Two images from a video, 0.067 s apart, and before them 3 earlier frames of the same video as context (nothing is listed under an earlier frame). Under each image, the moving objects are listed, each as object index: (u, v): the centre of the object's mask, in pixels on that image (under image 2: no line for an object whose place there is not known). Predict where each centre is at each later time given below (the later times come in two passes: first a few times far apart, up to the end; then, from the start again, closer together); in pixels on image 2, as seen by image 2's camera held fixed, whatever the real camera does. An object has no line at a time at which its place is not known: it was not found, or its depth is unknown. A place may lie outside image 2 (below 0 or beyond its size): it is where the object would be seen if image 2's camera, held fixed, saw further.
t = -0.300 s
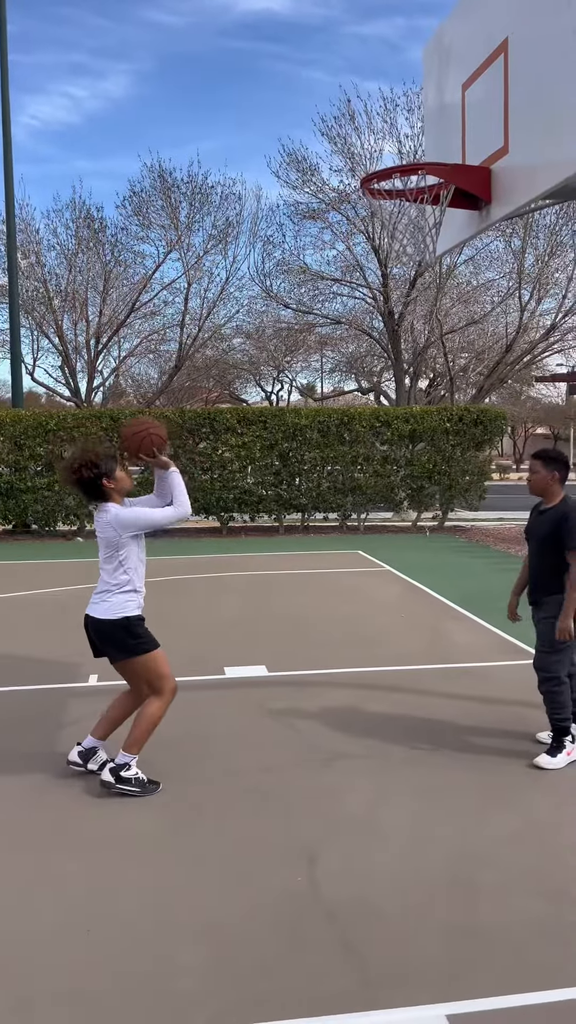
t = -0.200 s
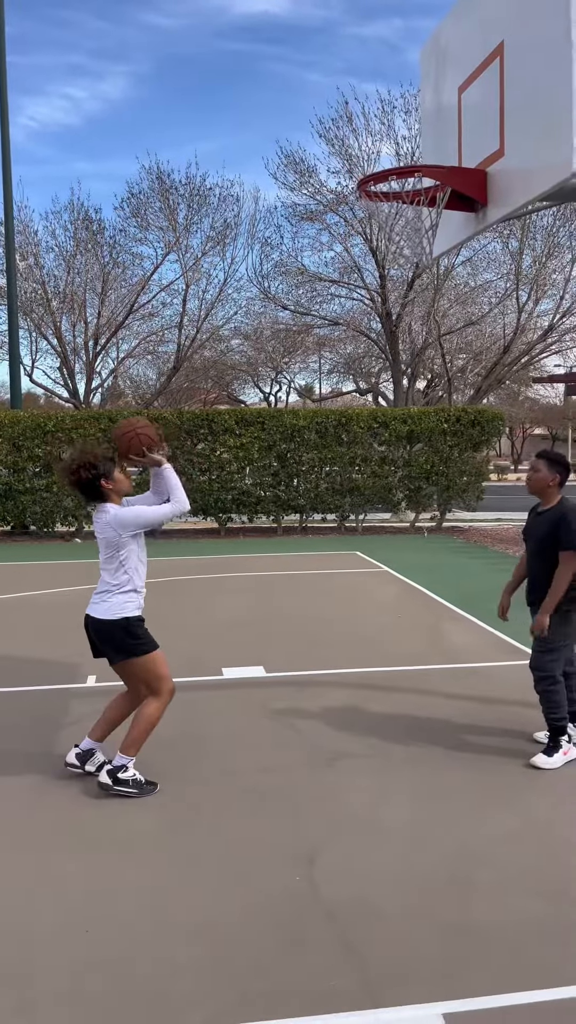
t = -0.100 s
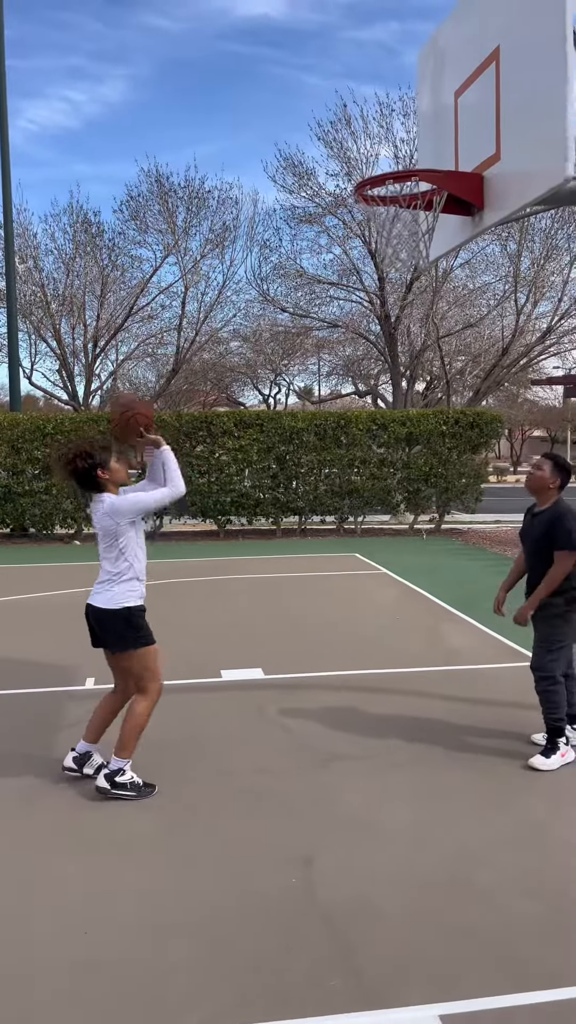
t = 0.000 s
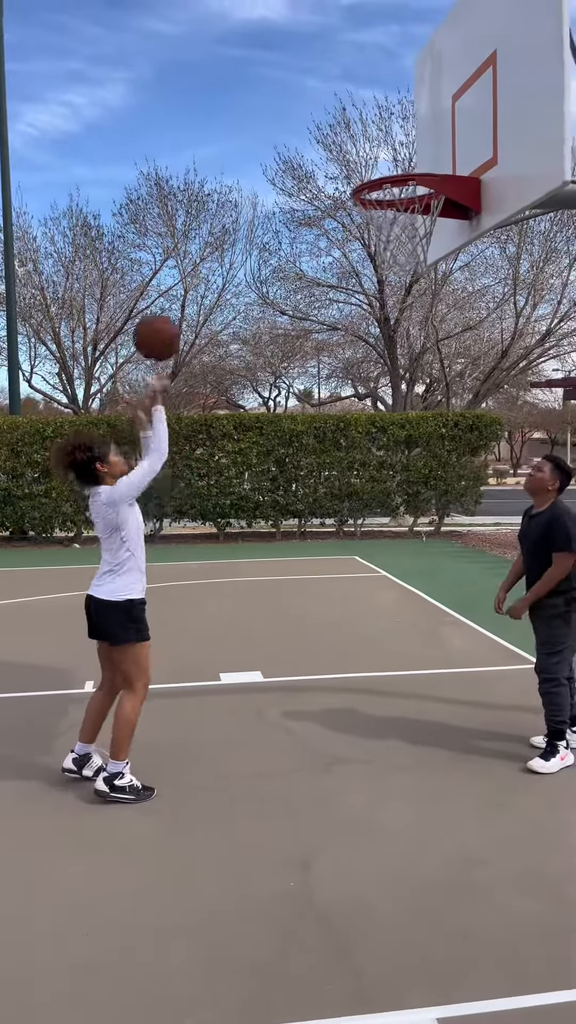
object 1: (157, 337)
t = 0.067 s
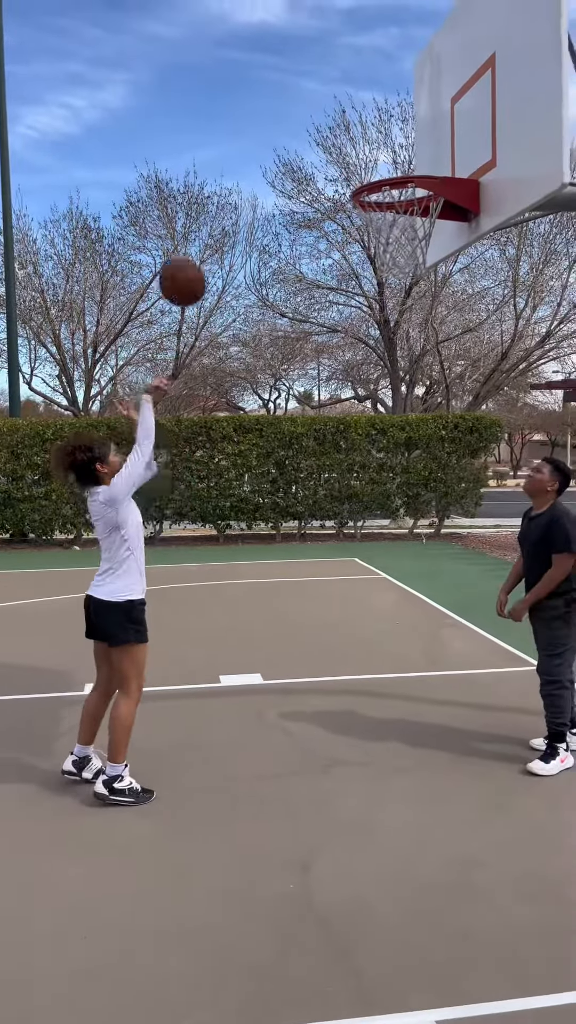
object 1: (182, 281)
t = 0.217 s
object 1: (243, 185)
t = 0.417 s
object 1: (324, 129)
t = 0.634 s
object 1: (409, 157)
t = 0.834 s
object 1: (357, 164)
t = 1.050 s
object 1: (273, 199)
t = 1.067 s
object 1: (267, 205)
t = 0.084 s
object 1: (189, 269)
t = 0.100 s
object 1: (196, 257)
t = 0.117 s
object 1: (202, 244)
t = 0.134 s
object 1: (210, 234)
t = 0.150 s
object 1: (216, 222)
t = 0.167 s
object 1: (223, 212)
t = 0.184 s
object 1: (230, 202)
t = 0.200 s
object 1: (236, 193)
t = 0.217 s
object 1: (243, 185)
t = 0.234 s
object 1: (250, 177)
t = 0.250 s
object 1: (257, 170)
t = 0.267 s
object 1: (264, 163)
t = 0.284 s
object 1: (270, 157)
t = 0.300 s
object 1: (277, 151)
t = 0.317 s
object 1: (284, 146)
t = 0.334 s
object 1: (291, 142)
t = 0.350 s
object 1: (297, 138)
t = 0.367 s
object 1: (304, 135)
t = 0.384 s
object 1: (311, 132)
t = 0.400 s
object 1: (318, 130)
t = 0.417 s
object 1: (324, 129)
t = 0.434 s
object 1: (331, 128)
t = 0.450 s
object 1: (338, 127)
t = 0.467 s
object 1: (344, 127)
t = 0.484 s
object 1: (351, 128)
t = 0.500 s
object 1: (358, 129)
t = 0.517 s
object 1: (365, 131)
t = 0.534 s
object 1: (371, 133)
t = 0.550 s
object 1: (377, 136)
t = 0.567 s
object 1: (384, 140)
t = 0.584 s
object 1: (391, 144)
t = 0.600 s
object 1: (396, 149)
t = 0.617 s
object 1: (403, 154)
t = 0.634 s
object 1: (409, 157)
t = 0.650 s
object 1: (416, 161)
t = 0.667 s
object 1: (422, 165)
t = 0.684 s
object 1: (422, 166)
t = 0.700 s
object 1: (415, 164)
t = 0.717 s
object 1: (407, 163)
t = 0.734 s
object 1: (400, 162)
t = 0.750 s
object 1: (393, 162)
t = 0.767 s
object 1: (386, 161)
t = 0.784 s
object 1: (379, 162)
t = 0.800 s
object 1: (370, 162)
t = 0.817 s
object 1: (364, 163)
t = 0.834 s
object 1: (357, 164)
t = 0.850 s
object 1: (350, 167)
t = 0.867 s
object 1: (344, 167)
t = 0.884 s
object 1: (338, 166)
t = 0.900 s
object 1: (332, 166)
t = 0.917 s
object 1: (325, 168)
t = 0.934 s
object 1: (319, 170)
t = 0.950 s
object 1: (312, 172)
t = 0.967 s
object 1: (306, 175)
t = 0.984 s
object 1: (299, 179)
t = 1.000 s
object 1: (293, 182)
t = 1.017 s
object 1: (286, 188)
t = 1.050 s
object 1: (273, 199)
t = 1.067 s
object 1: (267, 205)
